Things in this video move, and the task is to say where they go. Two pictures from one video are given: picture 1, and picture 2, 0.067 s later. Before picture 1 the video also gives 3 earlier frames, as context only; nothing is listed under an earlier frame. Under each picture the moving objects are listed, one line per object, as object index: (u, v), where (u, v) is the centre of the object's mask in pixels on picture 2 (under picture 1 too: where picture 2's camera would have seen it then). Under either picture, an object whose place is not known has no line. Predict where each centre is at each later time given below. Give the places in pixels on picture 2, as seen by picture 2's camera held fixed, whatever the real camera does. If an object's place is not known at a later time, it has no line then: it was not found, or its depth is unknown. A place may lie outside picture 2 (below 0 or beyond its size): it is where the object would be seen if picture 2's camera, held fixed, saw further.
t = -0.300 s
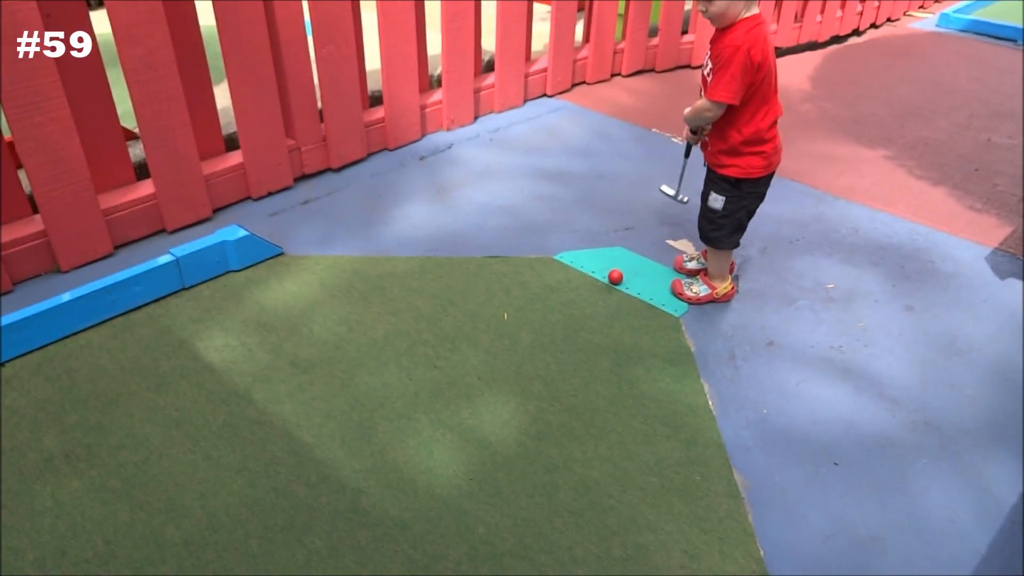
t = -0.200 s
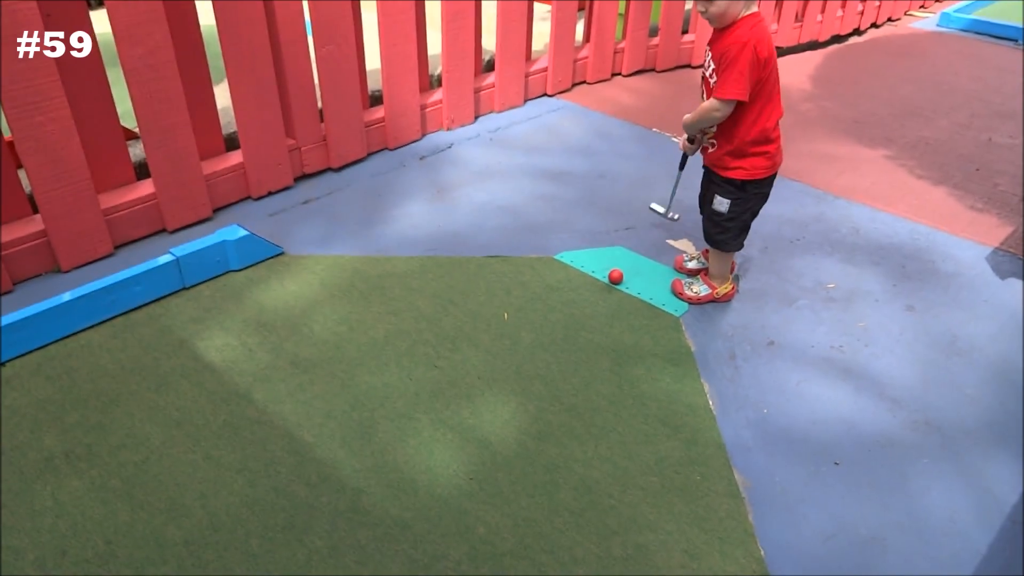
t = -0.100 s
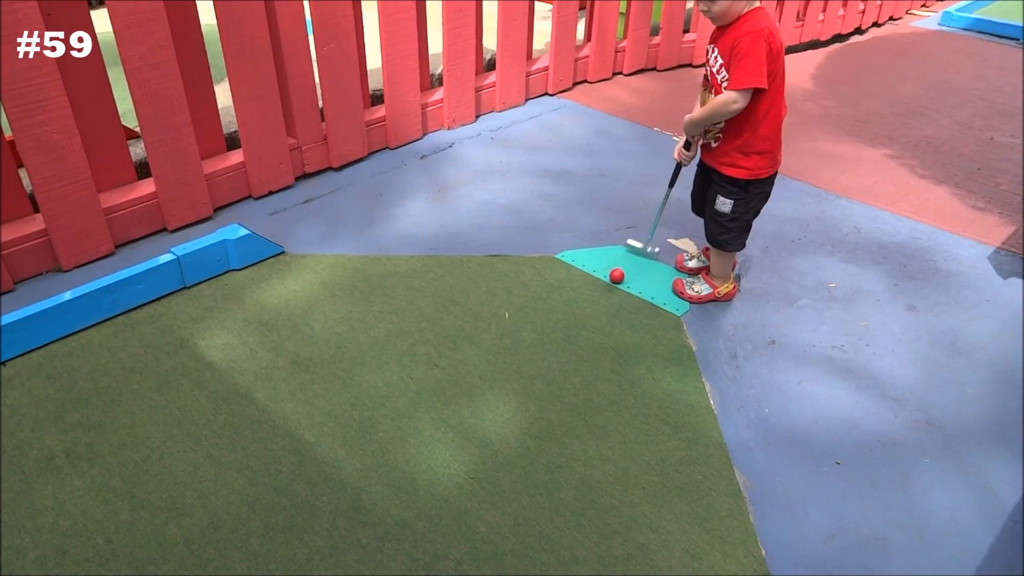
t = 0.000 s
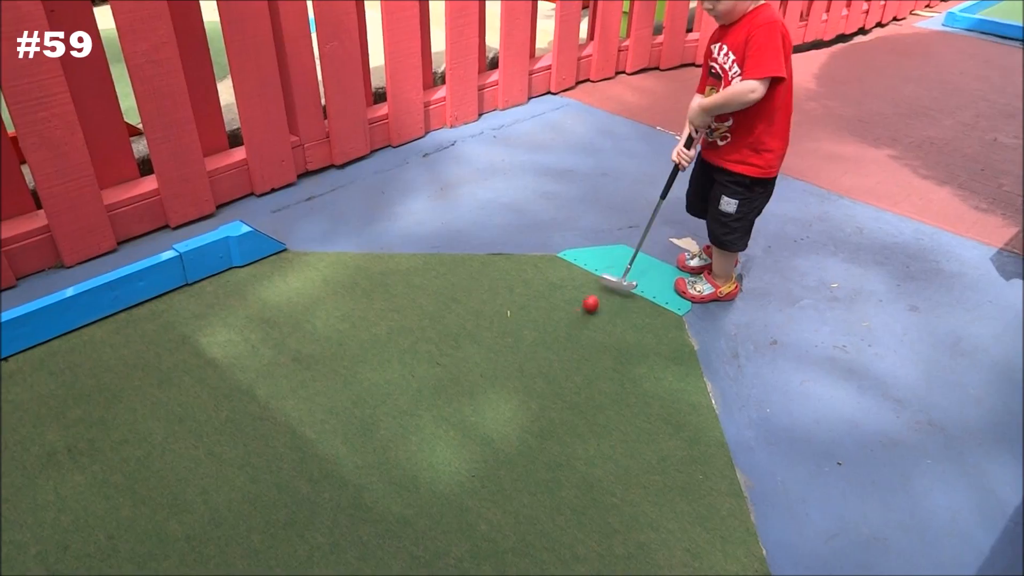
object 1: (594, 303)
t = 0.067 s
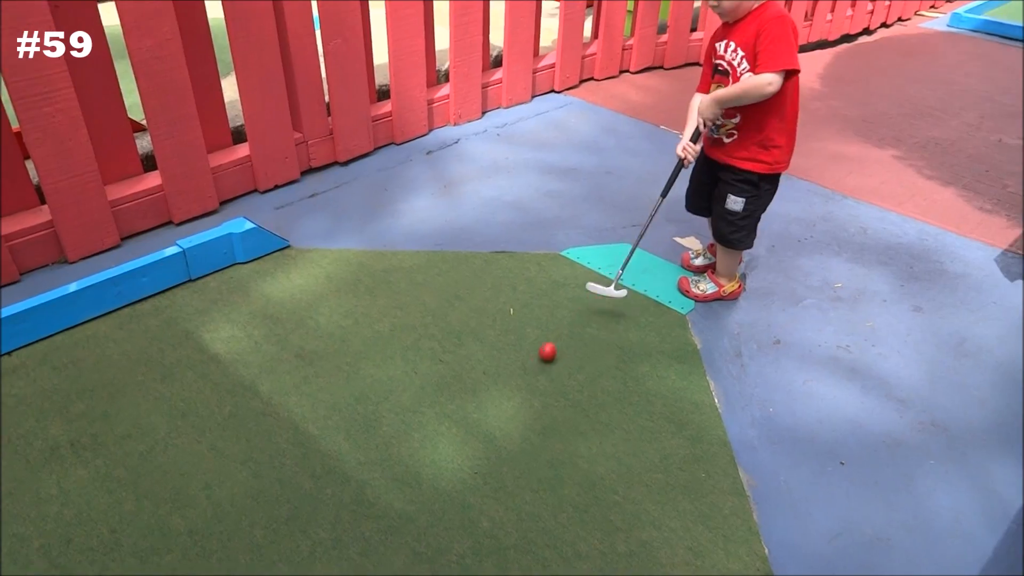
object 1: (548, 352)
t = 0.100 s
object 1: (522, 380)
